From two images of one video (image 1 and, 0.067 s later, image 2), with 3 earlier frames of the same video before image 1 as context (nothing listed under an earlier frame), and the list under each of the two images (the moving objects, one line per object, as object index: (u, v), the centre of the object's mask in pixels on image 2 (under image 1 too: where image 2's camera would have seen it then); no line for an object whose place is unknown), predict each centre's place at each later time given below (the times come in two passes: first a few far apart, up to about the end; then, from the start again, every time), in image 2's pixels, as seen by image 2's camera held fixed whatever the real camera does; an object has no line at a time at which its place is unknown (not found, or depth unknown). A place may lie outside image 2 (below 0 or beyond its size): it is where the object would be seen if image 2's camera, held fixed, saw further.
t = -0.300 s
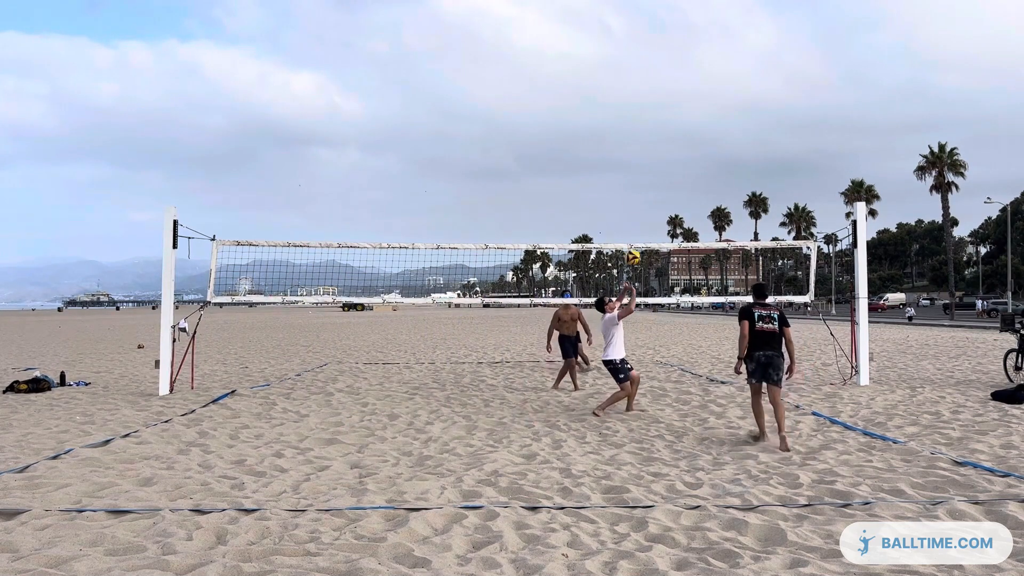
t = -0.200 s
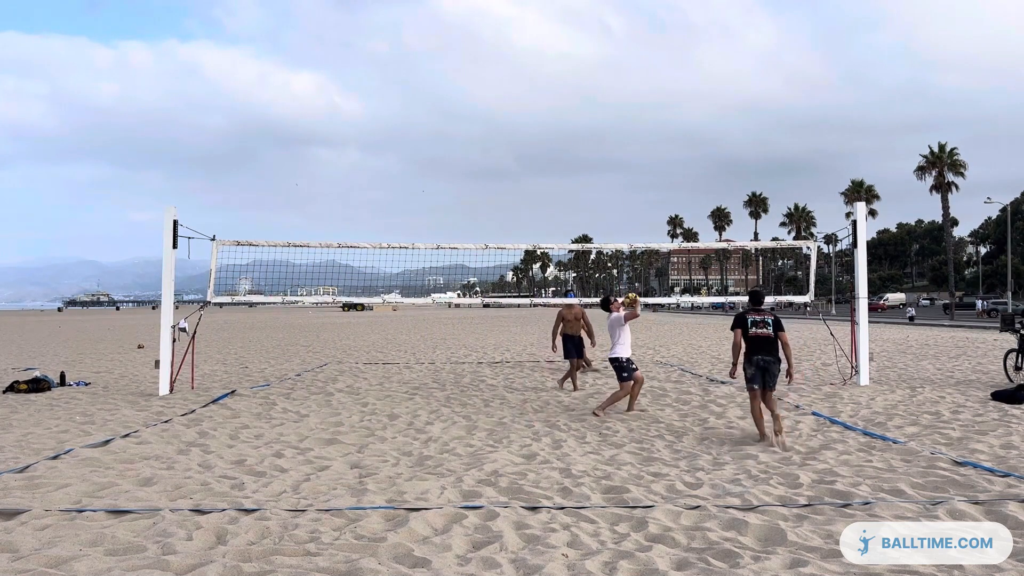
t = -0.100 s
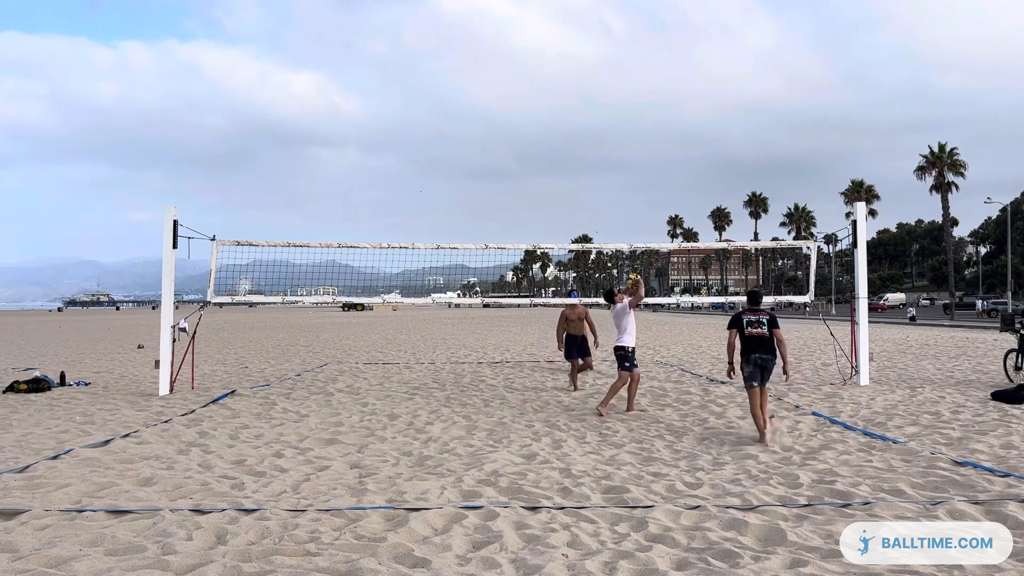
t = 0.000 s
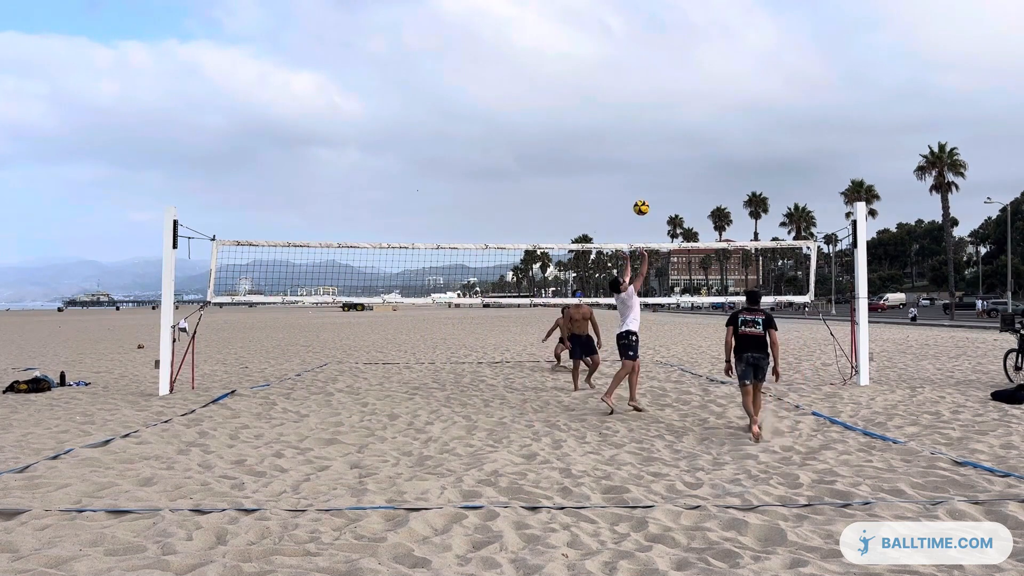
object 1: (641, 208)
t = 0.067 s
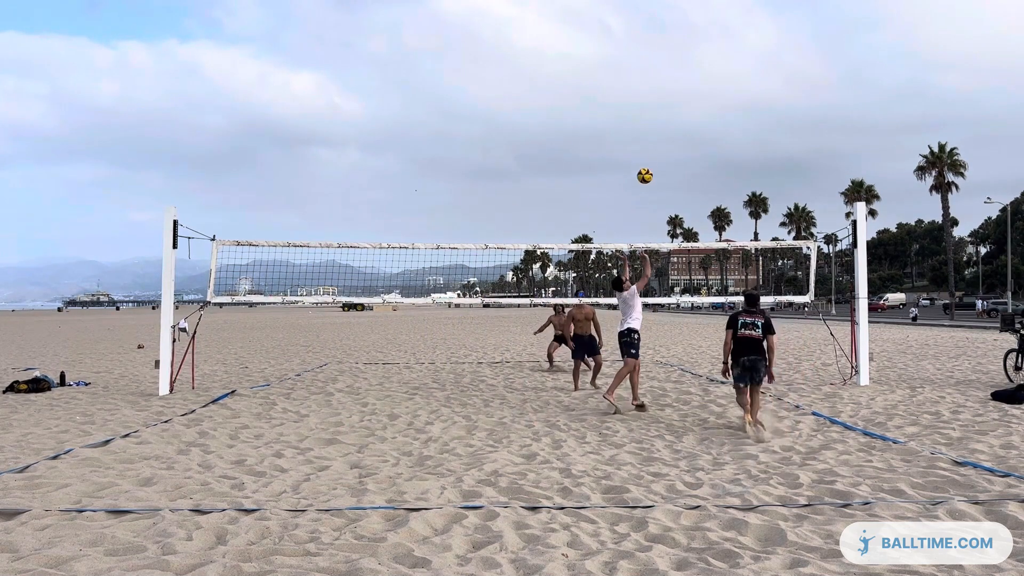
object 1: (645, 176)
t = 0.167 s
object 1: (650, 135)
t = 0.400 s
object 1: (665, 71)
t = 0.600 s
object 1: (680, 45)
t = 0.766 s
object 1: (690, 50)
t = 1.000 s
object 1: (705, 86)
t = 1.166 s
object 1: (715, 131)
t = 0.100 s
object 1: (647, 161)
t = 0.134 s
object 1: (648, 148)
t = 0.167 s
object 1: (650, 135)
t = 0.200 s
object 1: (653, 123)
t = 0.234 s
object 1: (655, 113)
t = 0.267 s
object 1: (656, 103)
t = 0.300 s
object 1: (659, 93)
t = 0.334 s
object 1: (661, 85)
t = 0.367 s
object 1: (663, 77)
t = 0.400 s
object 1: (665, 71)
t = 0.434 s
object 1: (667, 65)
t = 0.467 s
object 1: (669, 60)
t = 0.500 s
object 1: (671, 55)
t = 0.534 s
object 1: (673, 52)
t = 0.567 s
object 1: (675, 49)
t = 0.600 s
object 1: (680, 45)
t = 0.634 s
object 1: (682, 45)
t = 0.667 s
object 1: (684, 45)
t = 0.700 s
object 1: (686, 46)
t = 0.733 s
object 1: (688, 47)
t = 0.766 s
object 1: (690, 50)
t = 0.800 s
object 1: (692, 53)
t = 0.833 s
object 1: (694, 57)
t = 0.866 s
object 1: (696, 61)
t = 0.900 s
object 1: (698, 66)
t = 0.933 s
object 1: (700, 72)
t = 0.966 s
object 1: (702, 79)
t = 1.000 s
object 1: (705, 86)
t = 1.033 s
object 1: (707, 94)
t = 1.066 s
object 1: (709, 102)
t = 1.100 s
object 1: (711, 111)
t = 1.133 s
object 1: (713, 121)
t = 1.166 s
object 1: (715, 131)
